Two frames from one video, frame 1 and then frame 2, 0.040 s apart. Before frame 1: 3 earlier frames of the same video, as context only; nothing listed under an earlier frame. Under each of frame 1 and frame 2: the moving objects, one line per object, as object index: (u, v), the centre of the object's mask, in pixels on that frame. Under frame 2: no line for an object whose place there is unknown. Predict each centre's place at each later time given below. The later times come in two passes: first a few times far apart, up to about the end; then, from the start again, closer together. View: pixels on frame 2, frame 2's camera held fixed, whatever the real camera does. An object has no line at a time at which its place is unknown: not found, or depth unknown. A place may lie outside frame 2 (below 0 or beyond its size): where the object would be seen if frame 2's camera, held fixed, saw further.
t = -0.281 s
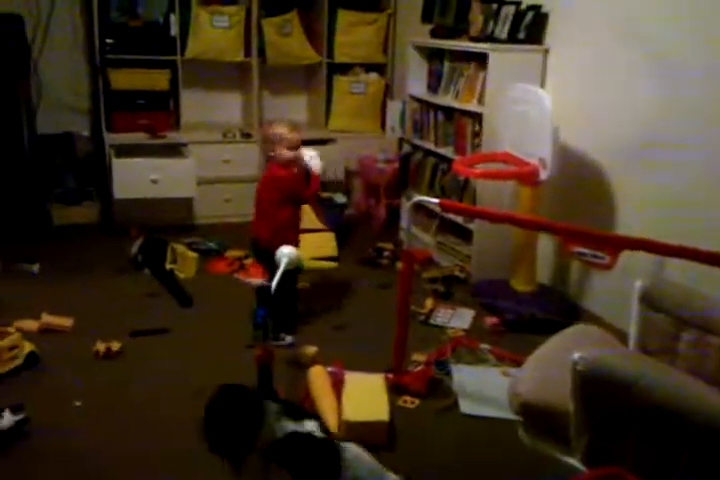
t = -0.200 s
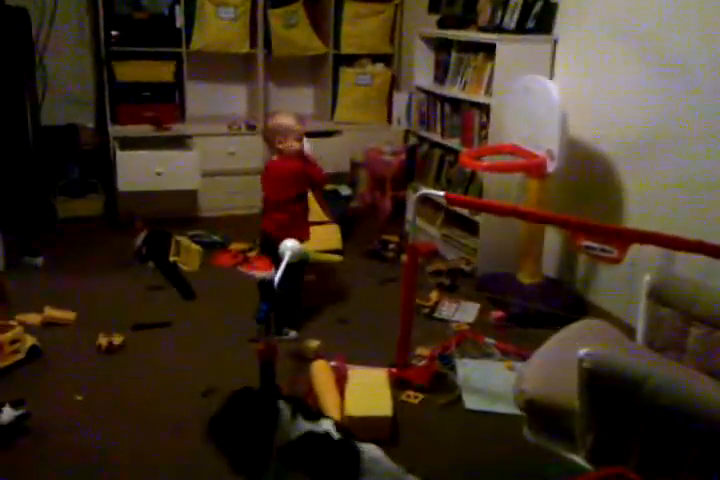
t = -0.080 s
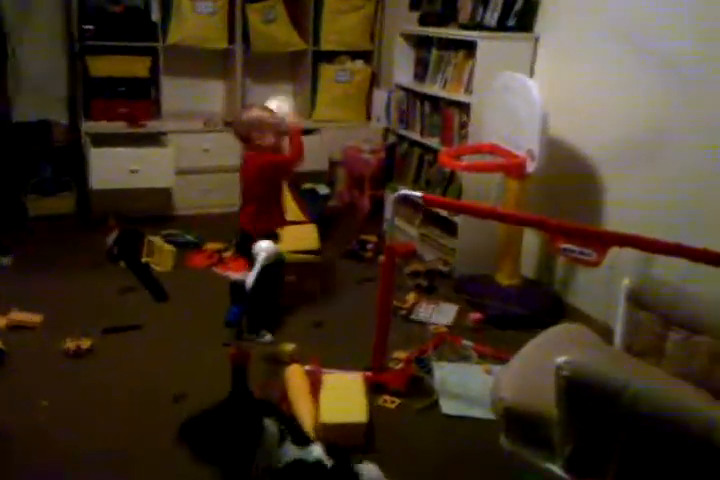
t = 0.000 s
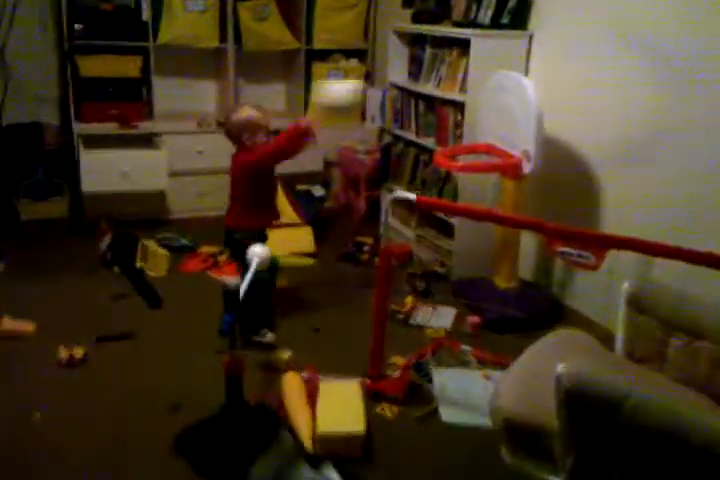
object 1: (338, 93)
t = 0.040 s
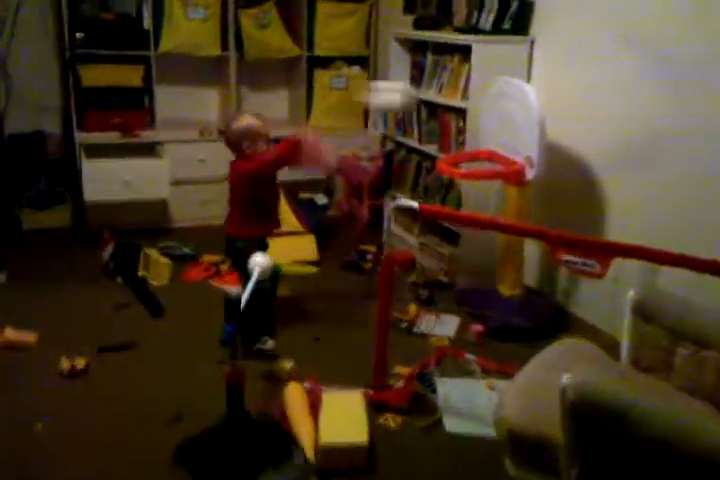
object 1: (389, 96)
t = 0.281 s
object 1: (463, 157)
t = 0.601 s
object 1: (364, 337)
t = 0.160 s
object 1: (499, 117)
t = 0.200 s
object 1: (484, 129)
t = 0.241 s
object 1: (474, 145)
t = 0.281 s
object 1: (463, 157)
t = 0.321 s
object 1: (451, 175)
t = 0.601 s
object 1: (364, 337)
